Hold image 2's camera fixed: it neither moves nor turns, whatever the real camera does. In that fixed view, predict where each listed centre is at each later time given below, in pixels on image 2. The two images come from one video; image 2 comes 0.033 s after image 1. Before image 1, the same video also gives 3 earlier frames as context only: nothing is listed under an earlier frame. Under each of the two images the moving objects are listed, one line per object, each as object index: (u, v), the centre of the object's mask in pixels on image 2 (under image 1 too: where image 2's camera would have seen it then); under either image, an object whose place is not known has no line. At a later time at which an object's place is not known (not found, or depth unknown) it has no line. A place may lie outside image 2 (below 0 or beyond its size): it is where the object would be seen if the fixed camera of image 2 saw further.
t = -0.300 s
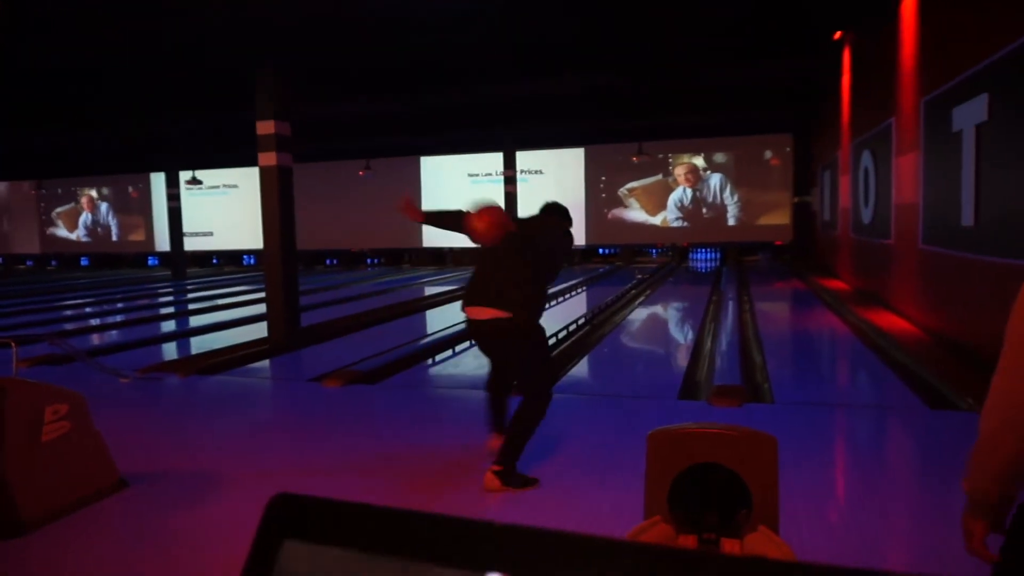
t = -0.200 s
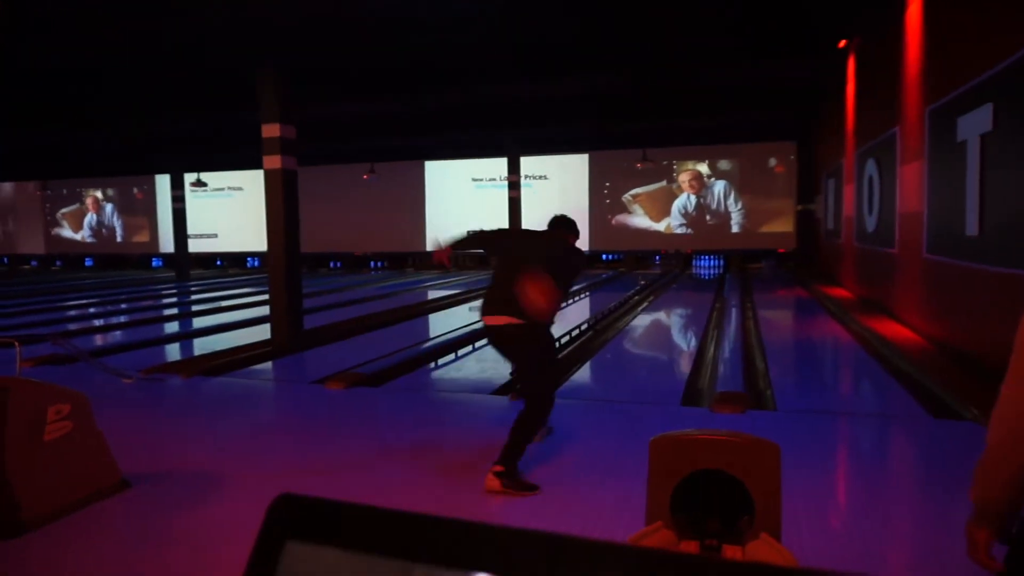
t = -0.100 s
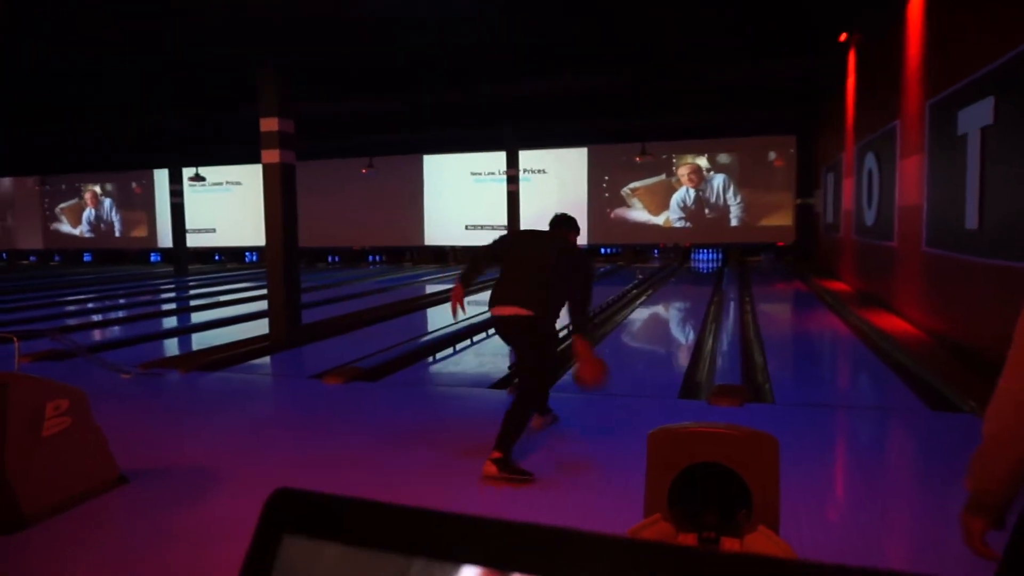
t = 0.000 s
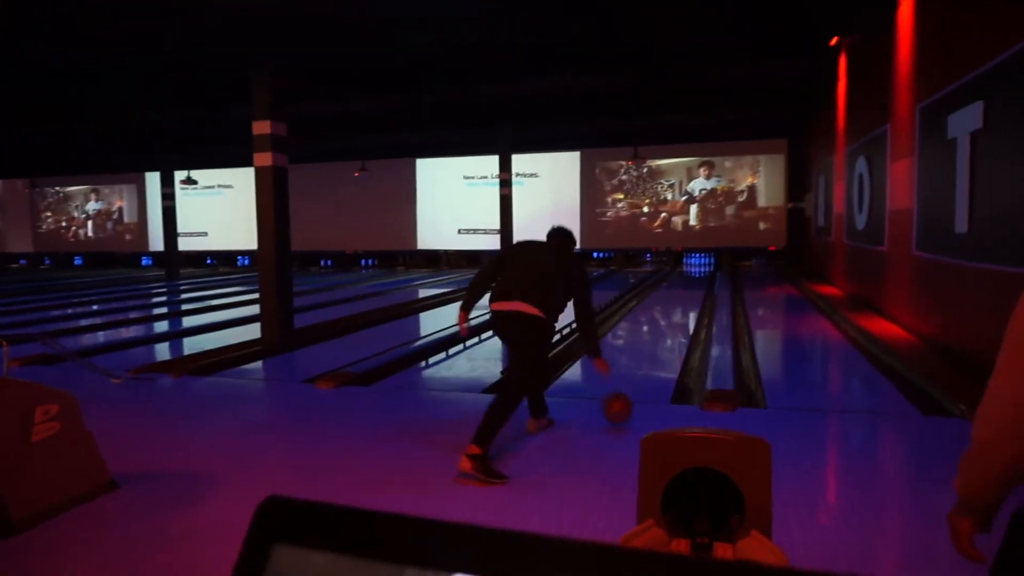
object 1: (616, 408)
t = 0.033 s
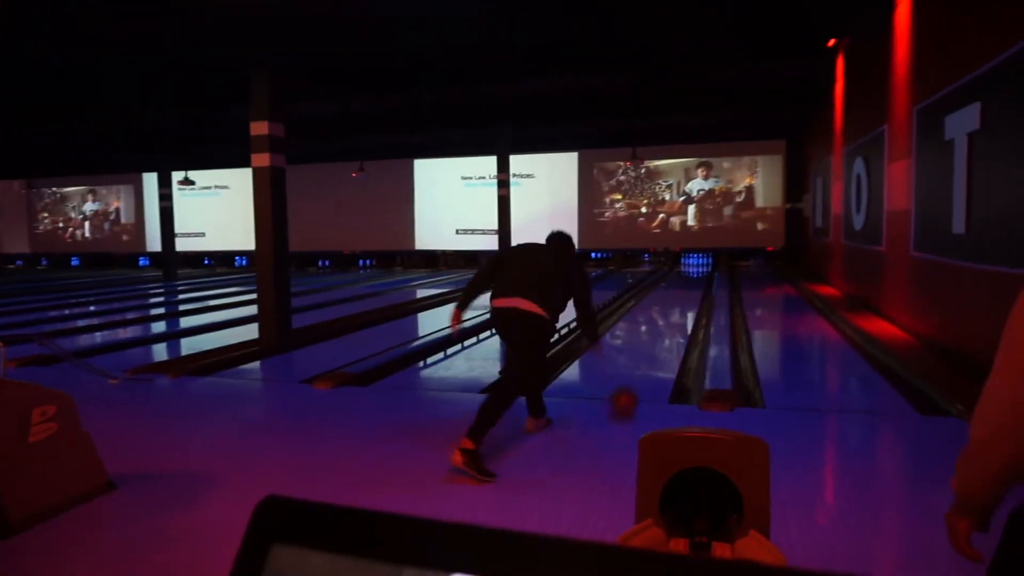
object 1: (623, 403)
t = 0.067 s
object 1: (631, 388)
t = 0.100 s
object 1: (638, 374)
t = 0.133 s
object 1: (644, 365)
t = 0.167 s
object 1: (649, 360)
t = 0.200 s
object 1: (654, 354)
